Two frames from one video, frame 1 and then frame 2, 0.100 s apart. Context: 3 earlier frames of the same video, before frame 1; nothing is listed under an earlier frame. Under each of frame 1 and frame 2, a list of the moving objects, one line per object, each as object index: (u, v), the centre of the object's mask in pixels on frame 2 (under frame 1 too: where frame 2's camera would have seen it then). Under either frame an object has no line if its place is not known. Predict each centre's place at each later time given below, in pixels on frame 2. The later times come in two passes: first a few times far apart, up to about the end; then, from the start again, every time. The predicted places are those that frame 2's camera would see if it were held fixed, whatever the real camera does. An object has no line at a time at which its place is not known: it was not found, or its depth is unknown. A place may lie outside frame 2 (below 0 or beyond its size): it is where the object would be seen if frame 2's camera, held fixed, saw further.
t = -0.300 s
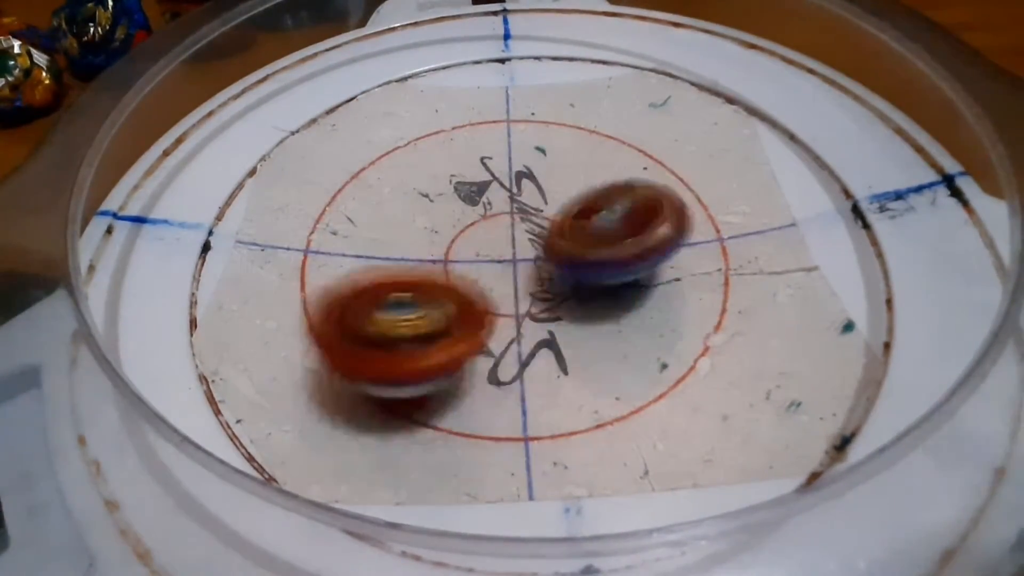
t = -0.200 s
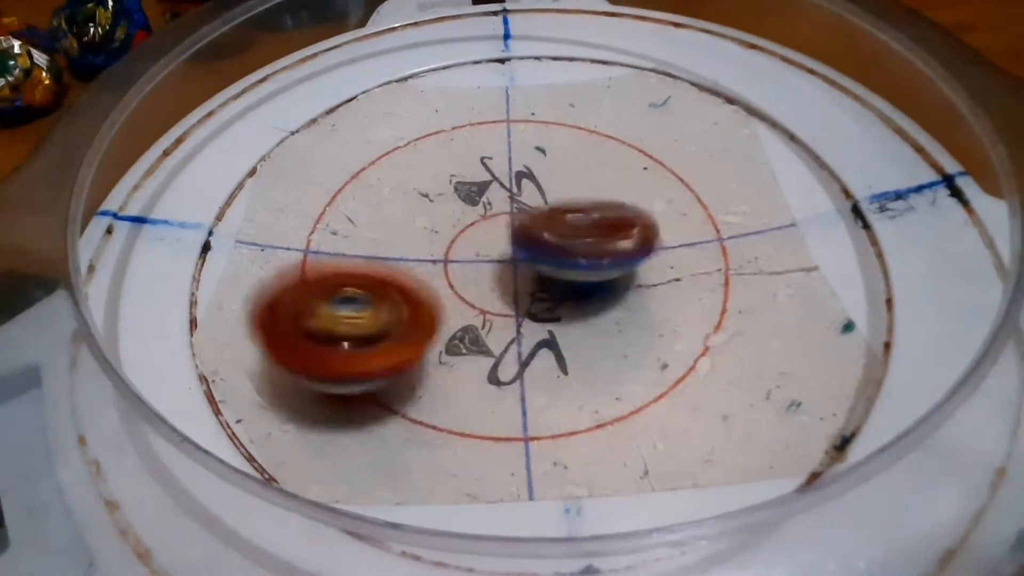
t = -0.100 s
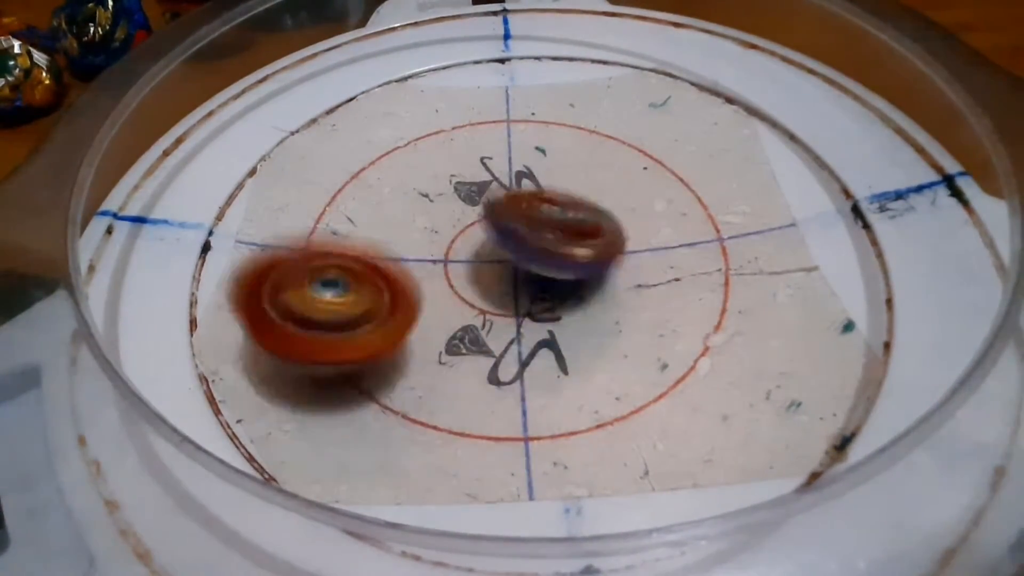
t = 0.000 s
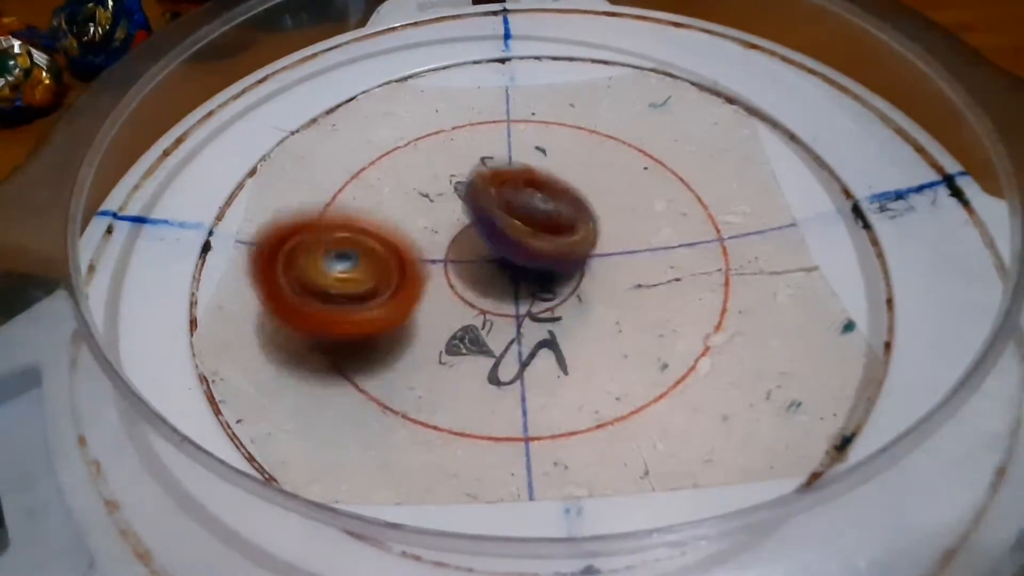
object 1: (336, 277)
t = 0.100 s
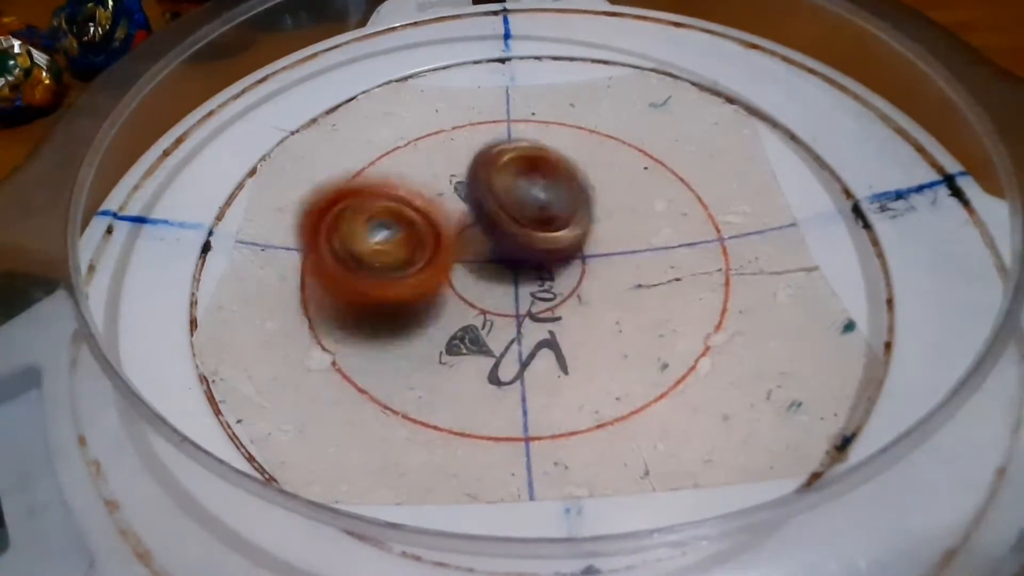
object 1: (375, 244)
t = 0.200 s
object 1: (411, 209)
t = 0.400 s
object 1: (504, 174)
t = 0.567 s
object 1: (519, 146)
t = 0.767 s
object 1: (478, 145)
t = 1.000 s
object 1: (474, 180)
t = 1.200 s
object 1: (476, 227)
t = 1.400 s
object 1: (480, 262)
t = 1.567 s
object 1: (482, 271)
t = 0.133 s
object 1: (393, 231)
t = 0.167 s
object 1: (401, 221)
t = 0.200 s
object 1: (411, 209)
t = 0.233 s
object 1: (426, 202)
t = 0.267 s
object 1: (441, 195)
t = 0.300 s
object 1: (454, 191)
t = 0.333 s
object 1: (476, 182)
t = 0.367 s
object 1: (487, 178)
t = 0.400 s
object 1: (504, 174)
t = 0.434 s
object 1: (520, 171)
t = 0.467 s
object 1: (530, 167)
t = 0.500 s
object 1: (541, 167)
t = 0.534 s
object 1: (538, 155)
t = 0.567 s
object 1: (519, 146)
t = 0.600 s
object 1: (513, 141)
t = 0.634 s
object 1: (504, 140)
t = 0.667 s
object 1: (496, 141)
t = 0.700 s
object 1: (491, 140)
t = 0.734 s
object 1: (482, 144)
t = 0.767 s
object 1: (478, 145)
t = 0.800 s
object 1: (480, 147)
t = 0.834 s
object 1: (476, 153)
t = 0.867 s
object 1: (473, 155)
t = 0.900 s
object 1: (472, 162)
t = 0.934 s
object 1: (473, 168)
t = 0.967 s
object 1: (473, 175)
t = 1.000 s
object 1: (474, 180)
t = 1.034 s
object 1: (474, 188)
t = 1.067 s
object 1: (476, 194)
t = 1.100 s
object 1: (474, 203)
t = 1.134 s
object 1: (475, 210)
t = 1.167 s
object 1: (474, 219)
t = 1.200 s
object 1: (476, 227)
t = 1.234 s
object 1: (473, 234)
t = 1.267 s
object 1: (476, 241)
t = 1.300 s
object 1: (474, 247)
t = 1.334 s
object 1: (477, 252)
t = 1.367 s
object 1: (476, 257)
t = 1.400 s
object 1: (480, 262)
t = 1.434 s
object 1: (477, 265)
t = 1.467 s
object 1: (481, 266)
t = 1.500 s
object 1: (481, 268)
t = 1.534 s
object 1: (484, 272)
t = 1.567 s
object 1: (482, 271)
